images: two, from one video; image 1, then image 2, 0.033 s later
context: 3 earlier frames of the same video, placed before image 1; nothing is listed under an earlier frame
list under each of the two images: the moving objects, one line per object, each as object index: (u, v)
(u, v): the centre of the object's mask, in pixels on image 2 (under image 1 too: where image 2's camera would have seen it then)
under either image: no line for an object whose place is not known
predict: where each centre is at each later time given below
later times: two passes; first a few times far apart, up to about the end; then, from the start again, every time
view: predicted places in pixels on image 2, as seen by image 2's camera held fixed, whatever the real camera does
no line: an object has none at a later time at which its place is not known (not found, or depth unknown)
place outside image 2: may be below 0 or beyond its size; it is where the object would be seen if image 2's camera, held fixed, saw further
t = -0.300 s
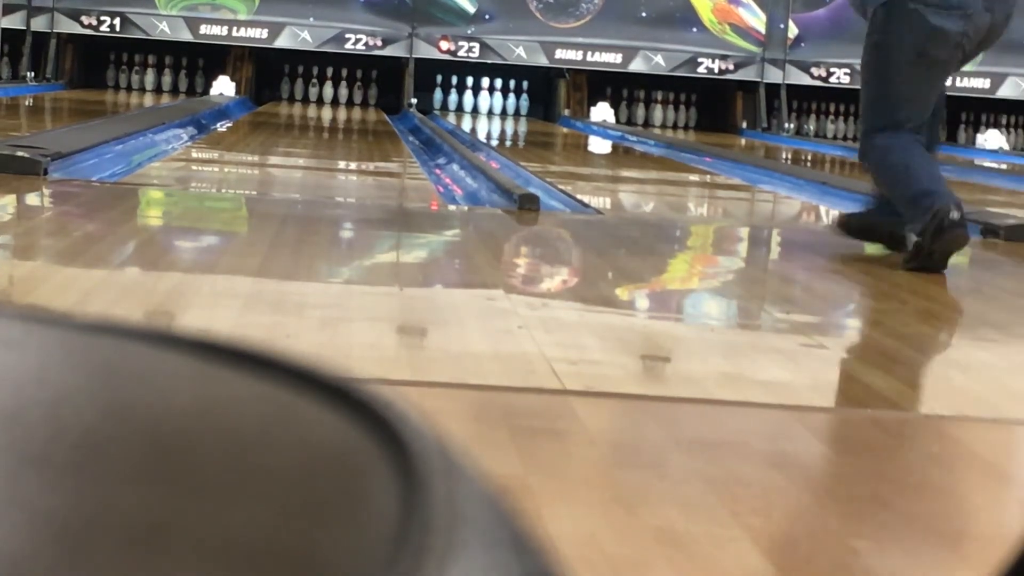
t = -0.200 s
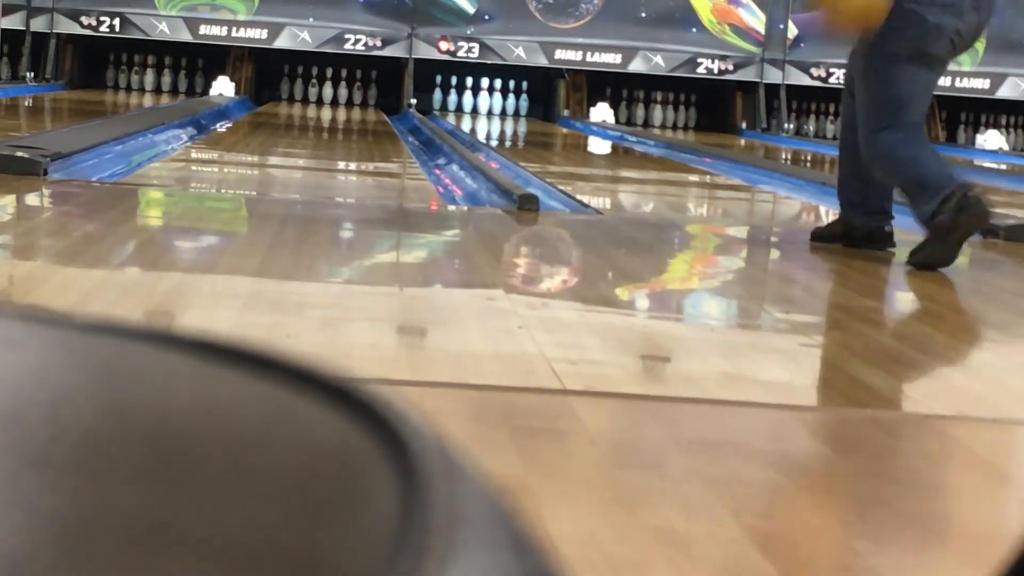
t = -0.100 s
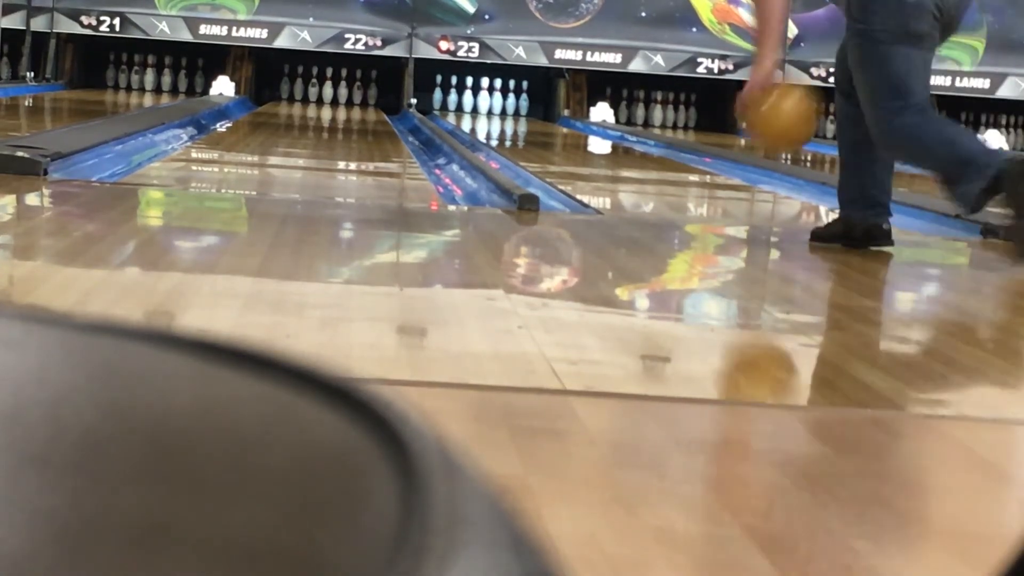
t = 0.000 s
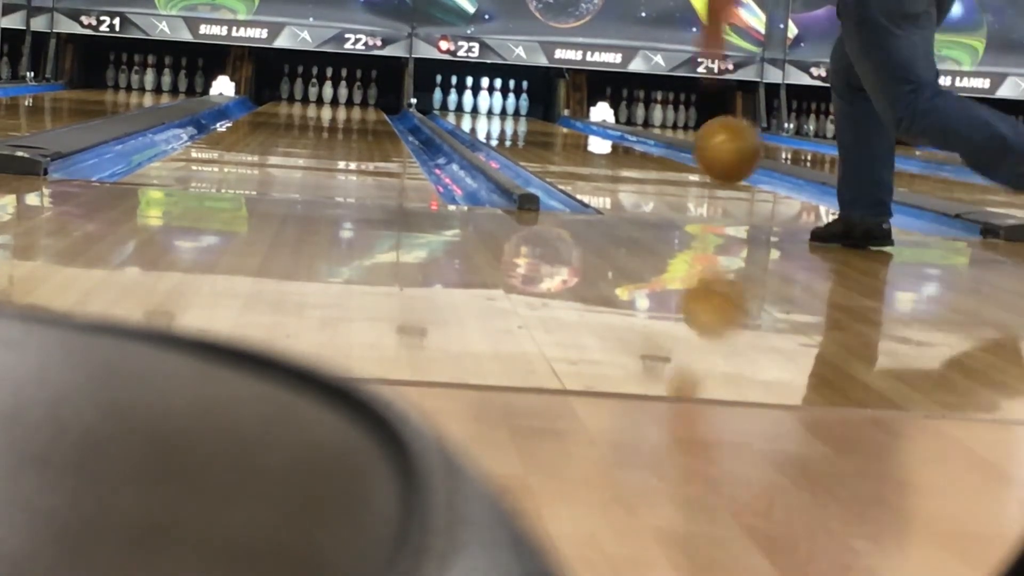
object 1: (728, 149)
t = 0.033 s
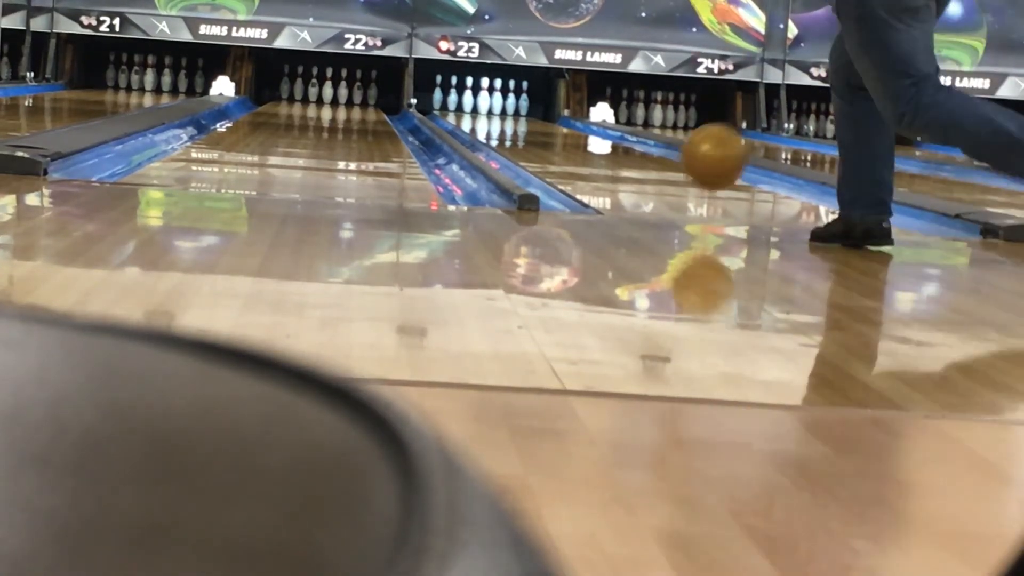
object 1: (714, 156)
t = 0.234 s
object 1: (647, 169)
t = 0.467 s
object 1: (597, 153)
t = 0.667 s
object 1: (566, 142)
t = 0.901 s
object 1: (539, 131)
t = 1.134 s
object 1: (519, 124)
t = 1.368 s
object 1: (504, 119)
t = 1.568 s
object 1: (493, 115)
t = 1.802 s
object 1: (483, 110)
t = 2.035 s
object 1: (479, 108)
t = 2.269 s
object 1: (478, 106)
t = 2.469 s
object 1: (482, 103)
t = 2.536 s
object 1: (484, 103)
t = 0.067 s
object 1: (702, 165)
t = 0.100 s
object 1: (687, 179)
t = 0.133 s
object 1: (676, 176)
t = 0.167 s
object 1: (667, 172)
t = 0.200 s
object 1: (657, 172)
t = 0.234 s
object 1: (647, 169)
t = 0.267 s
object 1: (640, 166)
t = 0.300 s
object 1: (631, 164)
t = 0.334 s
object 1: (624, 162)
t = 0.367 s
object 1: (617, 159)
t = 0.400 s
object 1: (610, 157)
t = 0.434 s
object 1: (603, 155)
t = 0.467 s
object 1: (597, 153)
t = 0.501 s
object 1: (591, 151)
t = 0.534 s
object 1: (585, 149)
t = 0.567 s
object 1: (580, 146)
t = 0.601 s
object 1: (574, 144)
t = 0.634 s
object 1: (570, 144)
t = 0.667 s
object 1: (566, 142)
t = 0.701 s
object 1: (561, 140)
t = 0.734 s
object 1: (557, 138)
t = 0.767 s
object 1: (553, 137)
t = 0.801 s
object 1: (549, 135)
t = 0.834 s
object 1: (546, 134)
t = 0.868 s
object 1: (543, 132)
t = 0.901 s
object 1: (539, 131)
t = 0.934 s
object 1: (535, 130)
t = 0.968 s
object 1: (533, 129)
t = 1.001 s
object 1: (529, 128)
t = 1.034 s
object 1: (526, 127)
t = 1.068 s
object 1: (524, 126)
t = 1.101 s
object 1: (521, 125)
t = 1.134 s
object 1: (519, 124)
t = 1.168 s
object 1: (516, 123)
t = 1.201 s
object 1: (514, 122)
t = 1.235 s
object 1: (511, 122)
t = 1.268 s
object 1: (509, 121)
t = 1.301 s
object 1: (507, 120)
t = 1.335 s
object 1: (505, 119)
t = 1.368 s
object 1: (504, 119)
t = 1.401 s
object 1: (501, 118)
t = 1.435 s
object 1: (499, 117)
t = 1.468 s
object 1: (497, 116)
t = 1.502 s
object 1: (496, 116)
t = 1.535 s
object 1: (494, 115)
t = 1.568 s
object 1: (493, 115)
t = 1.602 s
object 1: (491, 114)
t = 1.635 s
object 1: (489, 113)
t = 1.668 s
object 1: (487, 113)
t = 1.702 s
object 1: (486, 112)
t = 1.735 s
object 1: (485, 111)
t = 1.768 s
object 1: (484, 111)
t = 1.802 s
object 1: (483, 110)
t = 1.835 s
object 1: (482, 110)
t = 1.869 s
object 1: (481, 110)
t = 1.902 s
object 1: (481, 109)
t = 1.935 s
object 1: (480, 108)
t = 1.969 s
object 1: (480, 108)
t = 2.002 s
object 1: (479, 108)
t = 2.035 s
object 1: (479, 108)
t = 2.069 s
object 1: (479, 107)
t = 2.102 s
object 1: (479, 107)
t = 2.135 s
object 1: (478, 107)
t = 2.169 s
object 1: (478, 106)
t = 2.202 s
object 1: (479, 106)
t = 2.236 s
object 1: (479, 106)
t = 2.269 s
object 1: (478, 106)
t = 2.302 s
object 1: (479, 105)
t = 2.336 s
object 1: (479, 104)
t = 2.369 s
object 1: (478, 104)
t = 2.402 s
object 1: (478, 104)
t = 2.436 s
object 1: (480, 104)
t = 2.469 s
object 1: (482, 103)
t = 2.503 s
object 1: (483, 103)
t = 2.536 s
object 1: (484, 103)
